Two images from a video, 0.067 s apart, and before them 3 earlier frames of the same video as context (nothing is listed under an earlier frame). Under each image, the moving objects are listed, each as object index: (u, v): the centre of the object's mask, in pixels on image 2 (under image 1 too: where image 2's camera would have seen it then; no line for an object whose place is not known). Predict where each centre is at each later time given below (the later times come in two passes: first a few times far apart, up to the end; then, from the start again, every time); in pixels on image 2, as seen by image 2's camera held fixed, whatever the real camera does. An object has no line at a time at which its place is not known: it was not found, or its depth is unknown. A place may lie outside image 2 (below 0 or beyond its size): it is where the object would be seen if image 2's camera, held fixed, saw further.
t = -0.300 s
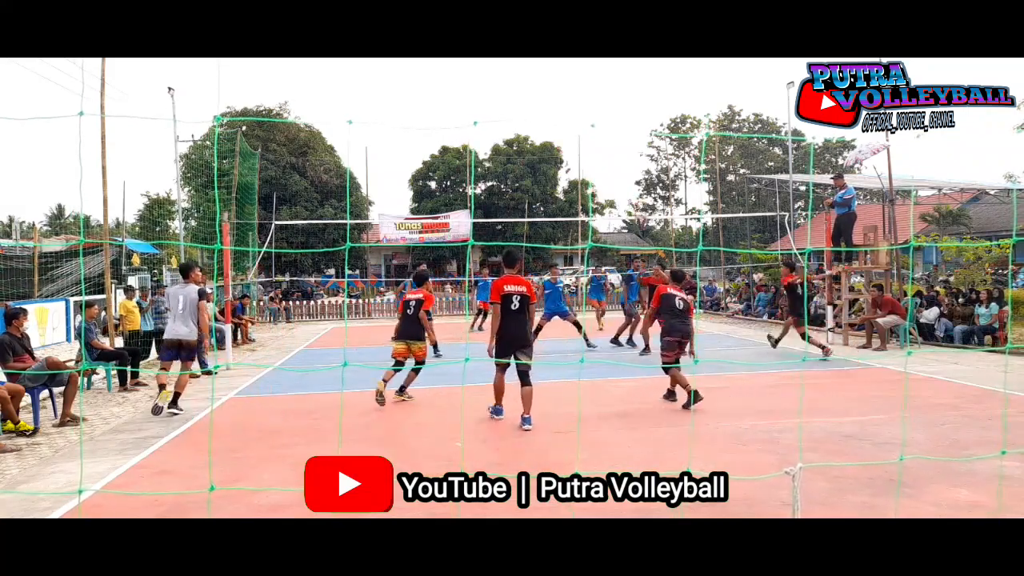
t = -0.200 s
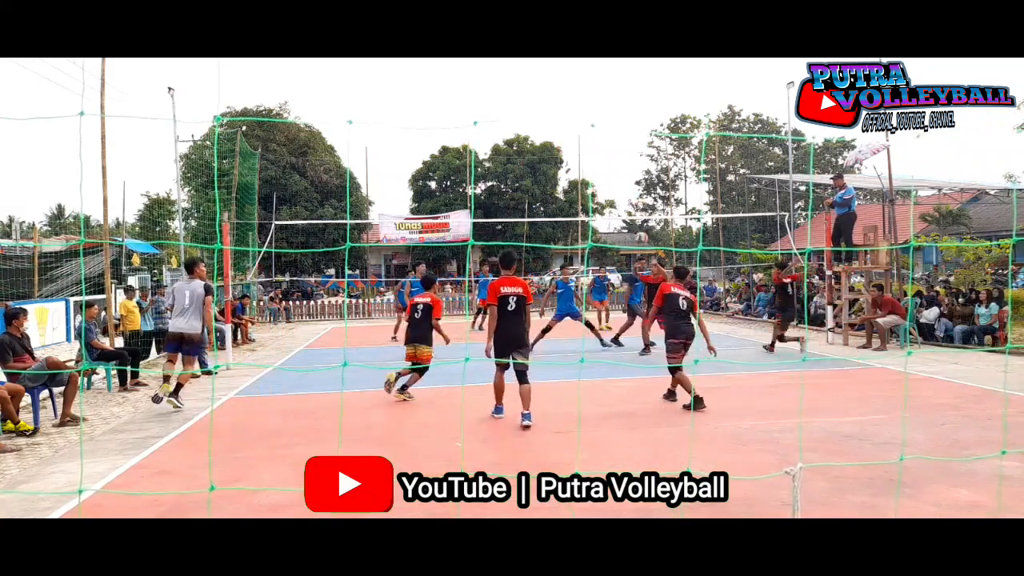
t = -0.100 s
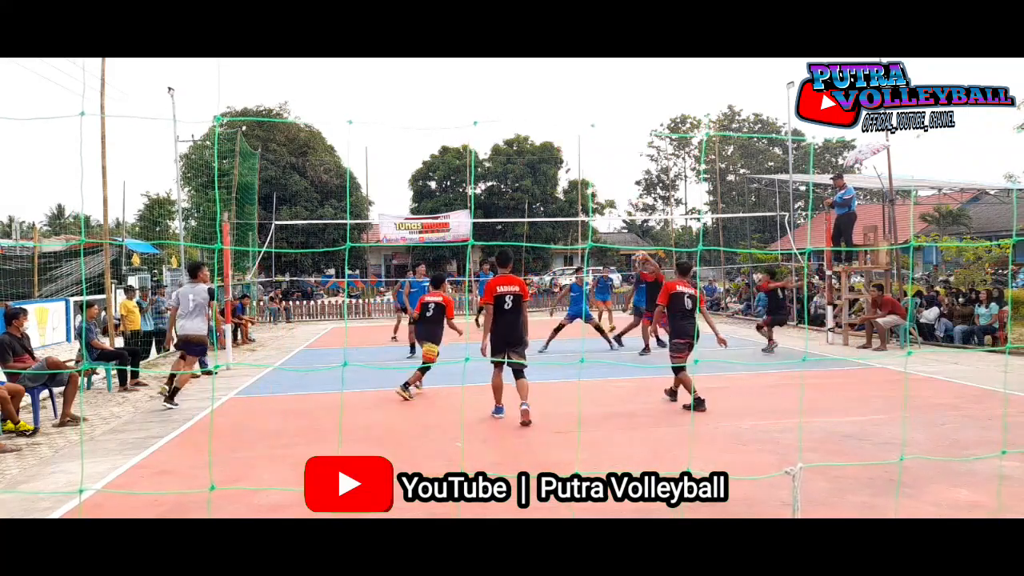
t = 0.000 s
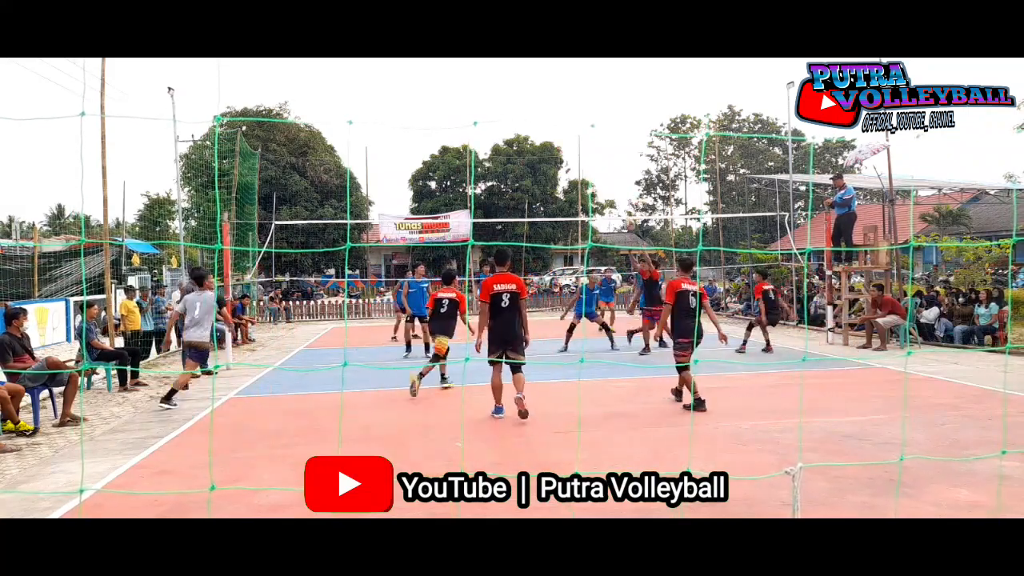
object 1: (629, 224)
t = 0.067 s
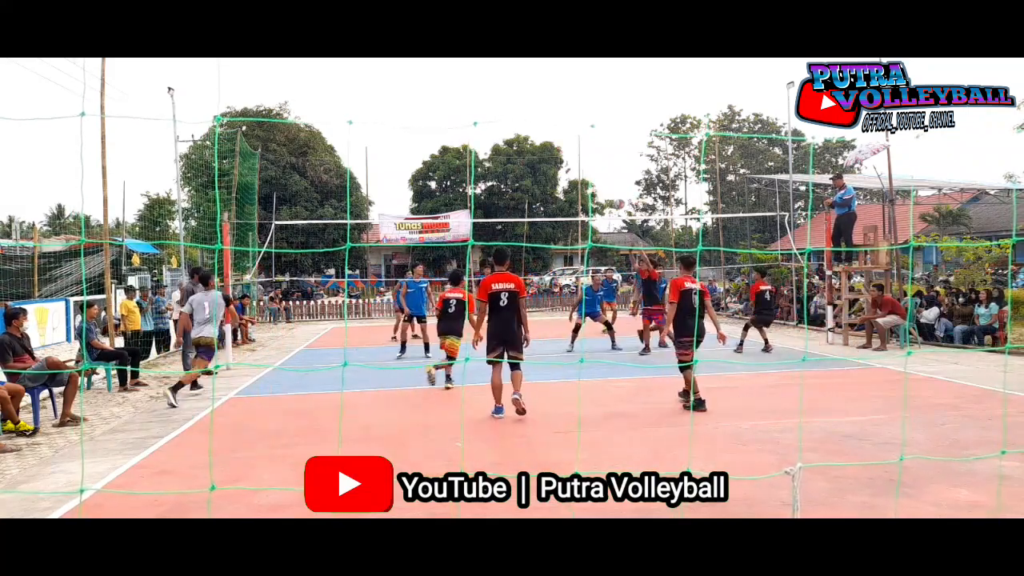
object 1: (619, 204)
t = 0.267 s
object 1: (591, 155)
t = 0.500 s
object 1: (559, 127)
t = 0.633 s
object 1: (540, 126)
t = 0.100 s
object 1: (614, 194)
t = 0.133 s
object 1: (609, 185)
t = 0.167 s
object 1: (605, 176)
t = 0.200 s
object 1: (600, 169)
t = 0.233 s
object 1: (595, 161)
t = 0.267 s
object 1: (591, 155)
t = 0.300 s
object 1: (586, 149)
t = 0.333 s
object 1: (582, 144)
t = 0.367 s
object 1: (576, 139)
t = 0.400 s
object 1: (572, 135)
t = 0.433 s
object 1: (567, 132)
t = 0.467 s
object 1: (562, 129)
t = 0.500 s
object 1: (559, 127)
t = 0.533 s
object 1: (554, 126)
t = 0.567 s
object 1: (550, 125)
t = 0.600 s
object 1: (545, 125)
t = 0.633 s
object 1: (540, 126)
